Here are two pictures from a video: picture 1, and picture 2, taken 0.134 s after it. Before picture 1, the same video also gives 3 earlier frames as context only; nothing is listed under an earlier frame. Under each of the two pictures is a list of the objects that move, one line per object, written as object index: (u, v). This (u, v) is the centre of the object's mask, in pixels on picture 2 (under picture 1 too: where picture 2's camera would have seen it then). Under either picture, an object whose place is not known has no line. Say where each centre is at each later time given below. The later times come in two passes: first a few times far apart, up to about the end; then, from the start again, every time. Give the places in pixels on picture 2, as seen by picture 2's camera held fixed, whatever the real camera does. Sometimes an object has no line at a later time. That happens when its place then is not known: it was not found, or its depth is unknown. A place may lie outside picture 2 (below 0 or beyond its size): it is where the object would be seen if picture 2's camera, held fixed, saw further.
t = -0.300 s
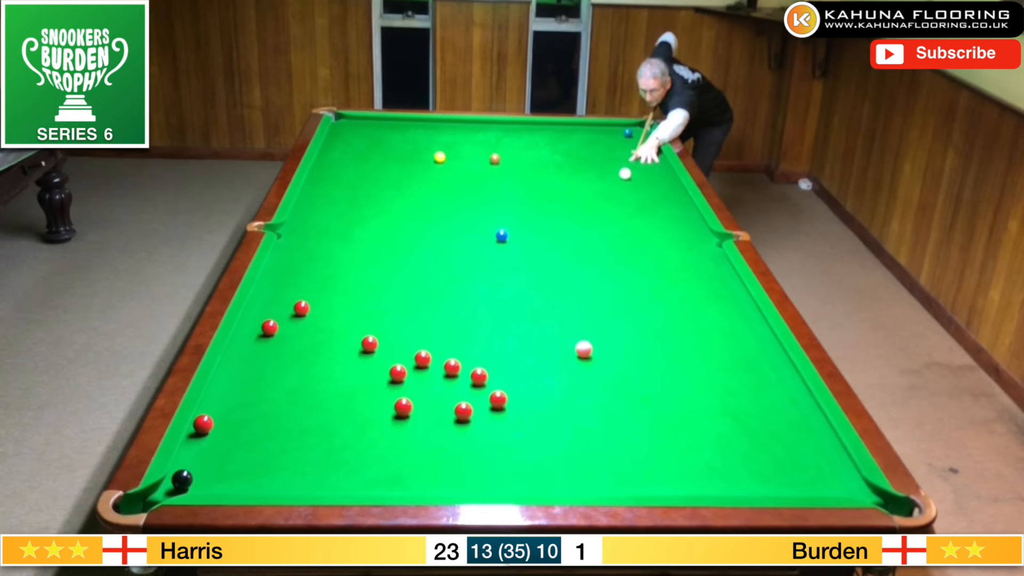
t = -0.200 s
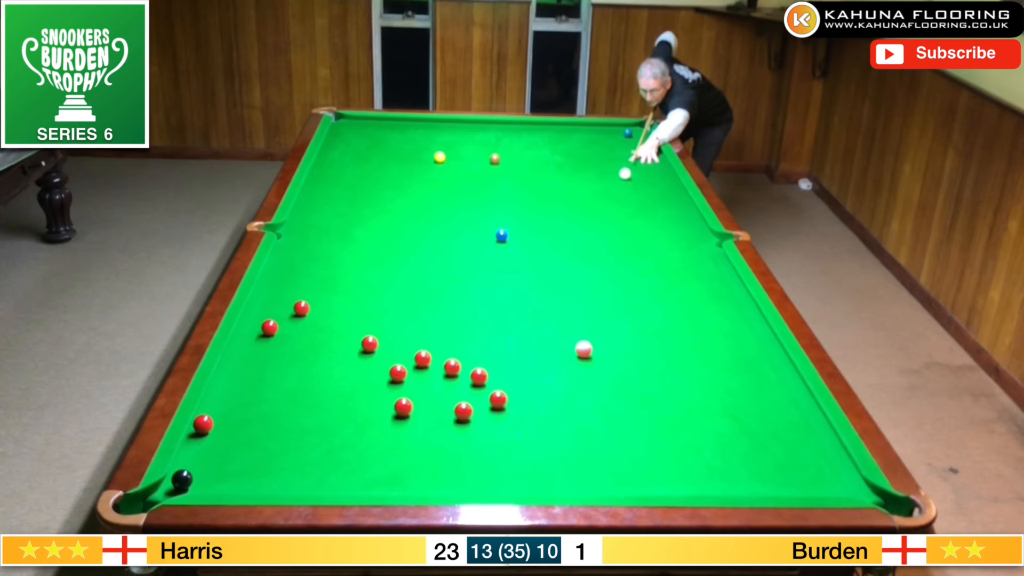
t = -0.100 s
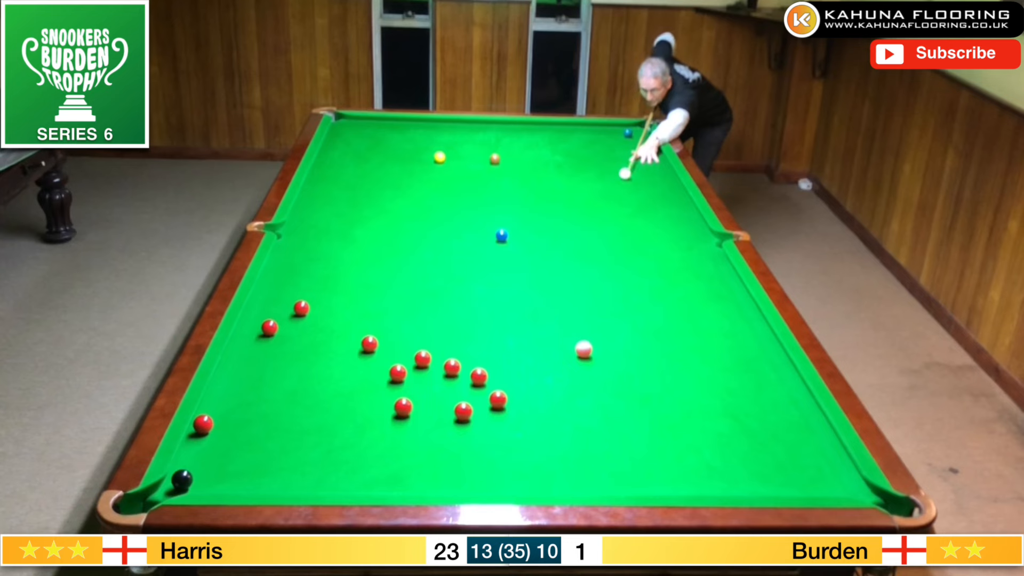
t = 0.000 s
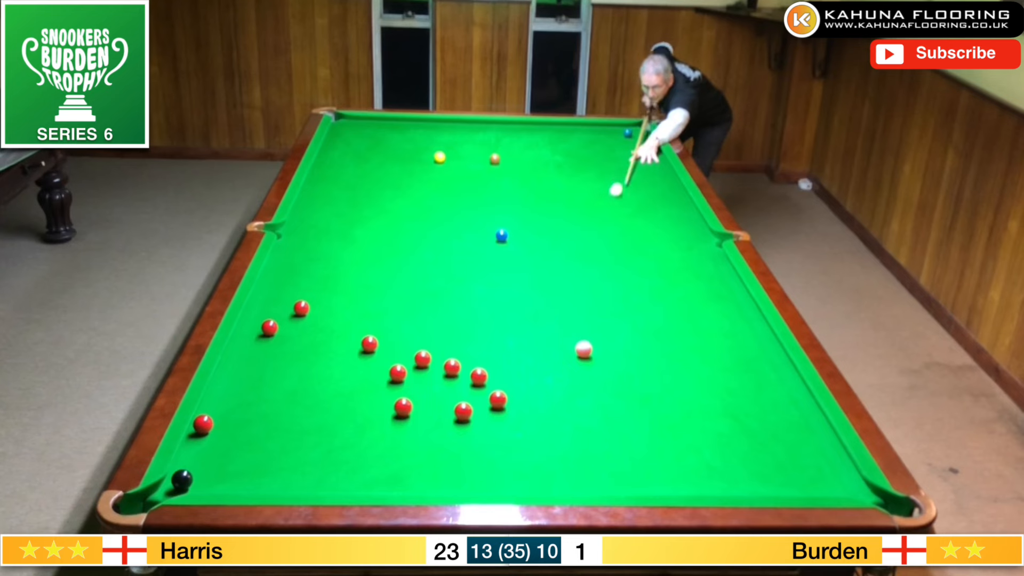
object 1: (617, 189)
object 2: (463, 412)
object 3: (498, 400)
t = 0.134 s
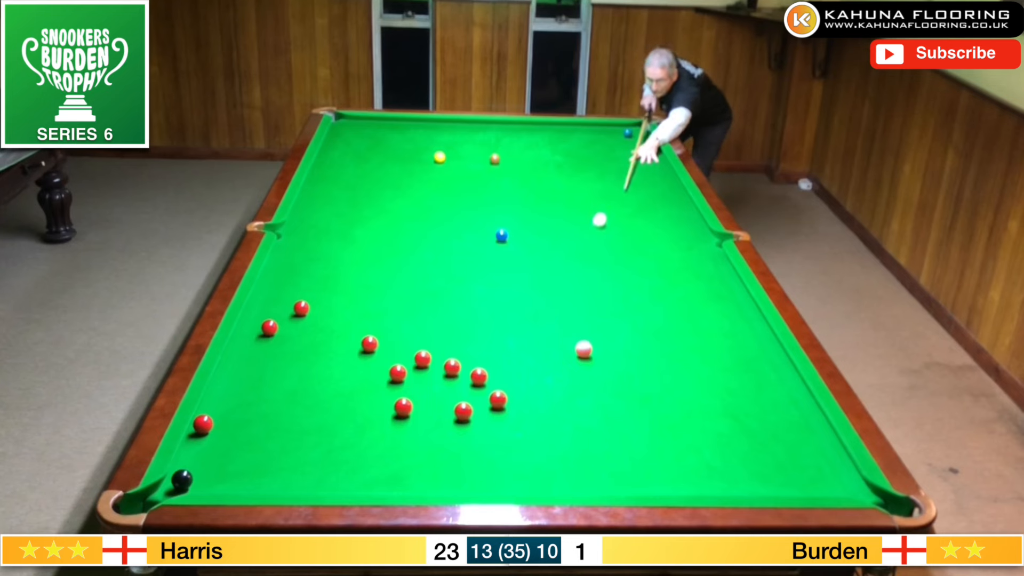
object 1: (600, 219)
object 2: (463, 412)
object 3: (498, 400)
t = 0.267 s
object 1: (583, 251)
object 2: (463, 413)
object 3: (498, 400)
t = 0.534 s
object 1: (547, 320)
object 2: (463, 412)
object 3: (498, 400)
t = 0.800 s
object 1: (522, 400)
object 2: (457, 412)
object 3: (482, 412)
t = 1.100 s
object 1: (575, 459)
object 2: (329, 435)
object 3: (497, 454)
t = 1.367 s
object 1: (622, 469)
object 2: (221, 453)
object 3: (512, 486)
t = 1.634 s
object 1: (663, 434)
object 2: (234, 469)
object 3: (520, 468)
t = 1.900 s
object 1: (699, 405)
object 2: (298, 482)
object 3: (526, 447)
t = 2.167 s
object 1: (731, 380)
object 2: (360, 485)
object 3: (533, 430)
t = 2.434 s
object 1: (759, 359)
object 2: (413, 481)
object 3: (539, 415)
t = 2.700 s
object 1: (762, 341)
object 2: (462, 477)
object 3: (543, 402)
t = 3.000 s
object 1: (730, 324)
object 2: (513, 471)
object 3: (547, 391)
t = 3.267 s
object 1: (706, 312)
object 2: (553, 467)
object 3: (550, 382)
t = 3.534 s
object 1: (685, 300)
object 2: (590, 463)
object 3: (553, 376)
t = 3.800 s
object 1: (667, 291)
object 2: (622, 460)
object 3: (555, 370)
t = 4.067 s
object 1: (652, 282)
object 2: (652, 457)
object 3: (556, 367)
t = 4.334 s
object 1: (639, 275)
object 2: (678, 455)
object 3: (558, 365)
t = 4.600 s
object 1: (628, 269)
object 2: (701, 453)
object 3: (559, 364)
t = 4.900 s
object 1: (617, 263)
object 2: (723, 451)
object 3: (559, 364)
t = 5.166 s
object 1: (610, 259)
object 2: (739, 451)
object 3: (559, 364)
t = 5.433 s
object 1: (604, 256)
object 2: (753, 450)
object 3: (559, 364)
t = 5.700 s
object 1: (598, 253)
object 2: (763, 450)
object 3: (559, 364)
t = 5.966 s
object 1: (595, 251)
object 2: (770, 450)
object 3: (559, 364)
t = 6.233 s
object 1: (592, 250)
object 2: (774, 450)
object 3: (559, 364)
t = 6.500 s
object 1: (591, 250)
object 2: (775, 450)
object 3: (559, 364)
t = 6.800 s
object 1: (592, 250)
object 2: (775, 450)
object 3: (559, 364)
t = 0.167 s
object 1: (595, 227)
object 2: (463, 413)
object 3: (498, 400)
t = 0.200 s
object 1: (591, 235)
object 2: (463, 413)
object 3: (498, 400)
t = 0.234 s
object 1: (587, 243)
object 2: (463, 413)
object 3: (498, 400)
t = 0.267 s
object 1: (583, 251)
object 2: (463, 413)
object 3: (498, 400)
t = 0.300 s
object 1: (578, 259)
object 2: (463, 412)
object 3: (498, 400)
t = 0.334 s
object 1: (574, 268)
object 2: (463, 412)
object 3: (498, 400)
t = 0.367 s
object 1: (570, 276)
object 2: (463, 413)
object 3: (498, 400)
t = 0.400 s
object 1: (565, 284)
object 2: (463, 412)
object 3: (498, 400)
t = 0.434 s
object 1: (561, 293)
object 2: (463, 413)
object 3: (498, 400)
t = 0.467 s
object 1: (556, 301)
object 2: (463, 413)
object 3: (498, 400)
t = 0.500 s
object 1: (552, 311)
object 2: (463, 413)
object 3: (498, 400)
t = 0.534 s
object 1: (547, 320)
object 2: (463, 412)
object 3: (498, 400)
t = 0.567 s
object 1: (541, 330)
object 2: (463, 413)
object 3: (498, 400)
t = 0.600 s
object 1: (536, 340)
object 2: (463, 412)
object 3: (498, 400)
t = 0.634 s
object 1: (531, 351)
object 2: (463, 413)
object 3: (498, 400)
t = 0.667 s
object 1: (525, 362)
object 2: (463, 413)
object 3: (498, 400)
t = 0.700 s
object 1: (519, 373)
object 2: (463, 413)
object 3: (498, 400)
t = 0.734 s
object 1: (513, 386)
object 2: (463, 413)
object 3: (498, 400)
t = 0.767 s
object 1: (514, 395)
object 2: (463, 412)
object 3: (491, 403)
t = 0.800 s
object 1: (522, 400)
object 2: (457, 412)
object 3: (482, 412)
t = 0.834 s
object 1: (529, 405)
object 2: (440, 415)
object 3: (484, 417)
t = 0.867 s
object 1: (536, 410)
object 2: (424, 418)
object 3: (486, 422)
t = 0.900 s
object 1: (542, 416)
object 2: (409, 420)
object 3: (487, 427)
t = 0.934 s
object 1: (548, 422)
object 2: (395, 423)
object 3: (489, 431)
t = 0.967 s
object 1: (554, 430)
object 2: (382, 425)
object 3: (491, 436)
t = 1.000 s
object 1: (559, 437)
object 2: (369, 428)
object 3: (492, 440)
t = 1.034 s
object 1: (564, 444)
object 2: (355, 430)
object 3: (494, 445)
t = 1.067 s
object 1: (570, 452)
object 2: (342, 432)
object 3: (496, 449)
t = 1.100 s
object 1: (575, 459)
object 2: (329, 435)
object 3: (497, 454)
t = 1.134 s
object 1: (581, 467)
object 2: (316, 437)
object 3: (499, 459)
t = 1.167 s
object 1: (586, 475)
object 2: (302, 439)
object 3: (501, 463)
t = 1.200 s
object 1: (592, 482)
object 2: (289, 441)
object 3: (502, 468)
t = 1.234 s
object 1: (598, 487)
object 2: (275, 444)
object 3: (504, 473)
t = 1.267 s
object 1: (605, 483)
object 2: (262, 446)
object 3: (506, 478)
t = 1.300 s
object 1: (611, 479)
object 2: (248, 448)
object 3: (508, 481)
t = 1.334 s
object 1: (617, 474)
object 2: (235, 451)
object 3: (510, 483)
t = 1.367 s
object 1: (622, 469)
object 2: (221, 453)
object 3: (512, 486)
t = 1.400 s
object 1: (628, 464)
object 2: (207, 455)
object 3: (513, 485)
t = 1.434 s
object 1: (633, 459)
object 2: (193, 457)
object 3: (514, 483)
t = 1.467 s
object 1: (638, 455)
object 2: (191, 459)
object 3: (515, 481)
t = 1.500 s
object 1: (643, 451)
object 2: (200, 461)
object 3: (516, 480)
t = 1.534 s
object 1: (649, 446)
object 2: (209, 463)
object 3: (517, 477)
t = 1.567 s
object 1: (654, 442)
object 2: (217, 465)
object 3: (518, 474)
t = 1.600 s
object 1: (658, 438)
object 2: (225, 467)
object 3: (519, 471)
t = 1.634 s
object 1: (663, 434)
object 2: (234, 469)
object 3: (520, 468)
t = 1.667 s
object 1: (668, 430)
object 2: (242, 470)
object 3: (520, 466)
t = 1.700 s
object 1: (673, 427)
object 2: (250, 472)
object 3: (521, 463)
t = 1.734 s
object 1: (678, 423)
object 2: (258, 474)
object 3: (522, 460)
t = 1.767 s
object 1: (682, 419)
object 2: (266, 476)
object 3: (523, 457)
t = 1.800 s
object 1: (686, 416)
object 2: (274, 478)
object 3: (524, 455)
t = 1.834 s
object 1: (691, 412)
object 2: (282, 479)
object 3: (525, 452)
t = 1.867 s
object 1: (695, 409)
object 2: (290, 481)
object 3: (525, 450)
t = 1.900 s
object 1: (699, 405)
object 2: (298, 482)
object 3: (526, 447)
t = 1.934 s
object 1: (703, 402)
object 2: (306, 483)
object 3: (527, 445)
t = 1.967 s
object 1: (708, 399)
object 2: (314, 484)
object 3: (528, 443)
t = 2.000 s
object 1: (712, 395)
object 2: (323, 485)
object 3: (529, 440)
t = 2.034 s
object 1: (716, 392)
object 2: (331, 486)
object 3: (530, 438)
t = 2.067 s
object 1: (720, 389)
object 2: (339, 487)
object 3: (531, 436)
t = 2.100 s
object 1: (724, 386)
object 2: (346, 486)
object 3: (531, 434)
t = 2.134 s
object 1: (727, 383)
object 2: (353, 486)
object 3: (532, 432)
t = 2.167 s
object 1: (731, 380)
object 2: (360, 485)
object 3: (533, 430)
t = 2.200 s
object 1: (735, 377)
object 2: (367, 485)
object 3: (534, 427)
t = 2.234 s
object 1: (739, 375)
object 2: (373, 484)
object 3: (534, 425)
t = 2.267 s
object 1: (742, 372)
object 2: (380, 484)
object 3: (535, 423)
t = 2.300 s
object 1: (746, 369)
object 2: (387, 483)
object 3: (536, 422)
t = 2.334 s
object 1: (749, 366)
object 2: (393, 483)
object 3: (536, 420)
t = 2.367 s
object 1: (753, 364)
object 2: (400, 482)
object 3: (537, 418)
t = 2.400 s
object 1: (756, 361)
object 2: (406, 482)
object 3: (538, 416)
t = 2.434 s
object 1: (759, 359)
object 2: (413, 481)
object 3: (539, 415)
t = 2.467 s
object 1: (763, 356)
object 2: (419, 481)
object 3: (539, 413)
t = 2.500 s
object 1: (766, 354)
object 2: (425, 480)
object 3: (540, 411)
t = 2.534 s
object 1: (769, 352)
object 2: (432, 479)
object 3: (540, 410)
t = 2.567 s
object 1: (773, 349)
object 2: (438, 479)
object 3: (541, 408)
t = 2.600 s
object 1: (775, 347)
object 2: (444, 478)
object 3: (542, 406)
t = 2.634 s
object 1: (770, 345)
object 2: (450, 478)
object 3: (542, 405)
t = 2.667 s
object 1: (766, 343)
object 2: (456, 477)
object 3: (543, 404)
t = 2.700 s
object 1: (762, 341)
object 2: (462, 477)
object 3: (543, 402)
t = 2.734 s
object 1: (759, 339)
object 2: (468, 476)
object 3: (544, 401)
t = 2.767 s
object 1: (755, 337)
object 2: (474, 475)
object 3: (544, 400)
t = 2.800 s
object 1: (751, 335)
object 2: (479, 475)
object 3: (545, 398)
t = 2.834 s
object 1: (748, 333)
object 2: (485, 474)
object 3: (545, 397)
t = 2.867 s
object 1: (744, 331)
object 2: (491, 473)
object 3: (546, 396)
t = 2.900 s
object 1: (741, 330)
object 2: (496, 473)
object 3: (546, 394)
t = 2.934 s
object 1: (737, 328)
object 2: (502, 472)
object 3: (547, 393)
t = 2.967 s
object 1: (734, 326)
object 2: (507, 471)
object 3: (547, 392)
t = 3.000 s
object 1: (730, 324)
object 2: (513, 471)
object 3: (547, 391)
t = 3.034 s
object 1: (727, 323)
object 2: (518, 470)
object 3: (548, 389)
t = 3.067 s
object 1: (724, 321)
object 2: (523, 470)
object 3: (548, 388)
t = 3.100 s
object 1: (721, 319)
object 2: (528, 469)
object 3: (549, 387)
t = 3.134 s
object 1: (718, 318)
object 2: (533, 469)
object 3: (549, 386)
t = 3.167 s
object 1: (715, 316)
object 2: (538, 468)
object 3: (549, 385)
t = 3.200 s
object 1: (712, 315)
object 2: (543, 468)
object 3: (550, 384)
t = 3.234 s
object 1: (709, 313)
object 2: (548, 467)
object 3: (550, 383)
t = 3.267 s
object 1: (706, 312)
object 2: (553, 467)
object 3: (550, 382)
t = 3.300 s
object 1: (703, 310)
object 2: (558, 466)
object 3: (551, 381)
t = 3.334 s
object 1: (701, 309)
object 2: (563, 466)
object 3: (551, 380)
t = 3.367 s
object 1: (698, 307)
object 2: (567, 465)
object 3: (551, 380)
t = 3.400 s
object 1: (695, 306)
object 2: (572, 465)
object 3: (552, 379)
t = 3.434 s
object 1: (693, 304)
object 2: (576, 464)
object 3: (552, 378)
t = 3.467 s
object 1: (690, 303)
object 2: (581, 464)
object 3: (552, 377)
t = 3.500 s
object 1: (688, 302)
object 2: (585, 463)
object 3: (553, 376)
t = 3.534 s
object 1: (685, 300)
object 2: (590, 463)
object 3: (553, 376)
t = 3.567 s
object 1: (683, 299)
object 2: (594, 463)
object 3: (553, 375)
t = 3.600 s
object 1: (681, 298)
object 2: (598, 462)
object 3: (553, 374)
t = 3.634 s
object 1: (678, 297)
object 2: (602, 462)
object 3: (554, 374)
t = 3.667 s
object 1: (676, 295)
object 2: (606, 461)
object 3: (554, 373)
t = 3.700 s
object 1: (674, 294)
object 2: (611, 461)
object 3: (554, 372)
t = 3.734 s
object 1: (671, 293)
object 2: (615, 461)
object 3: (554, 372)
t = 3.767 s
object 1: (669, 292)
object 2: (619, 460)
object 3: (554, 371)
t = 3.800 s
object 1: (667, 291)
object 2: (622, 460)
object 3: (555, 370)
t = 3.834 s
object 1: (665, 290)
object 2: (626, 459)
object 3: (555, 370)
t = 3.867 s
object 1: (663, 288)
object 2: (630, 459)
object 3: (555, 369)
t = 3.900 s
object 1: (661, 287)
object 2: (634, 459)
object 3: (555, 369)
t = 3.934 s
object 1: (659, 286)
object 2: (638, 459)
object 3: (555, 368)
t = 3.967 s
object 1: (657, 285)
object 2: (641, 458)
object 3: (556, 368)
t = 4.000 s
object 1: (656, 284)
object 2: (645, 458)
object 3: (556, 368)
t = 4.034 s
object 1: (654, 283)
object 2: (648, 457)
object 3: (556, 367)
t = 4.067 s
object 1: (652, 282)
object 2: (652, 457)
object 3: (556, 367)
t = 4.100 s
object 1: (650, 281)
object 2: (656, 457)
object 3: (556, 366)
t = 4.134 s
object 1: (648, 280)
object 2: (659, 456)
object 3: (556, 366)
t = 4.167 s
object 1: (647, 280)
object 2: (662, 456)
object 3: (557, 366)
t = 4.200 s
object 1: (645, 279)
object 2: (666, 456)
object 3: (557, 366)
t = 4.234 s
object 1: (643, 277)
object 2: (669, 456)
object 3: (557, 365)
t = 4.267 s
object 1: (642, 277)
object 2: (672, 455)
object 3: (557, 365)
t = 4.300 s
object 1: (640, 276)
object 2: (675, 455)
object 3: (558, 365)
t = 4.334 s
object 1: (639, 275)
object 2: (678, 455)
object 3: (558, 365)
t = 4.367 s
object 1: (637, 274)
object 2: (681, 455)
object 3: (558, 364)
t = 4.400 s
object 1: (636, 273)
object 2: (684, 454)
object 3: (558, 364)
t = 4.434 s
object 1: (634, 273)
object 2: (687, 454)
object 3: (558, 364)
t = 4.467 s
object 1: (633, 272)
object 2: (690, 454)
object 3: (559, 364)
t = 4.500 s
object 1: (632, 271)
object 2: (693, 454)
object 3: (559, 364)
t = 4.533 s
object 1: (630, 271)
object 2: (695, 453)
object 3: (559, 364)
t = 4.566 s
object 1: (629, 270)
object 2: (698, 453)
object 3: (559, 364)
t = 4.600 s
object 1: (628, 269)
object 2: (701, 453)
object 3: (559, 364)
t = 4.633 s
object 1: (626, 268)
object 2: (703, 453)
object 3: (559, 364)
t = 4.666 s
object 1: (625, 268)
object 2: (706, 453)
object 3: (559, 364)
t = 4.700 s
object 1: (624, 267)
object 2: (709, 452)
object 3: (559, 364)
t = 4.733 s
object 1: (623, 266)
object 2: (711, 452)
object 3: (559, 364)
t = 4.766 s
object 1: (622, 266)
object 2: (713, 452)
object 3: (559, 364)
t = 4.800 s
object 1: (621, 265)
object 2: (716, 452)
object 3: (559, 364)
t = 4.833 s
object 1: (620, 264)
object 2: (718, 452)
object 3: (559, 364)
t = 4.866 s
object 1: (619, 264)
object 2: (721, 452)
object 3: (559, 364)
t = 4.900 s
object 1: (617, 263)
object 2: (723, 451)
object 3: (559, 364)
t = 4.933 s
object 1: (616, 262)
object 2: (725, 451)
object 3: (559, 364)
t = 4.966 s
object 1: (616, 262)
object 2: (727, 451)
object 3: (559, 364)
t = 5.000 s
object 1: (614, 261)
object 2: (729, 451)
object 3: (559, 364)
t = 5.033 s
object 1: (613, 261)
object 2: (731, 451)
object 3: (559, 364)
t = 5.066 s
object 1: (612, 260)
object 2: (733, 451)
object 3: (559, 364)
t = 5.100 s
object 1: (612, 260)
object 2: (735, 451)
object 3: (559, 364)
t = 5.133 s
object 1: (611, 259)
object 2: (737, 451)
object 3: (559, 364)
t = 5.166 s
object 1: (610, 259)
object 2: (739, 451)
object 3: (559, 364)
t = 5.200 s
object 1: (609, 258)
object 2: (741, 450)
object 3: (559, 364)
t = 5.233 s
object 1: (608, 258)
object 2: (743, 450)
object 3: (559, 364)
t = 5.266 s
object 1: (607, 257)
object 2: (745, 450)
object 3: (559, 364)
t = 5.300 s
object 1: (606, 257)
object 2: (746, 450)
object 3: (559, 364)
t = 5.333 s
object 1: (606, 257)
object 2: (748, 450)
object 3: (559, 364)
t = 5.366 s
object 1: (605, 256)
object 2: (750, 450)
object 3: (559, 364)
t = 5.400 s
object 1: (604, 256)
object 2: (751, 450)
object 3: (559, 364)
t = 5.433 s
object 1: (604, 256)
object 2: (753, 450)
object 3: (559, 364)
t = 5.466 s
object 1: (603, 255)
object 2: (754, 450)
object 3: (559, 364)
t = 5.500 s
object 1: (602, 255)
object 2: (756, 450)
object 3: (559, 364)
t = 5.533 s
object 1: (602, 254)
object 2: (757, 450)
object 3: (559, 364)
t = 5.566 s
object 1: (601, 254)
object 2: (758, 450)
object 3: (559, 364)
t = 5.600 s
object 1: (600, 254)
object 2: (759, 450)
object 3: (559, 364)
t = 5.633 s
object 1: (600, 254)
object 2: (761, 450)
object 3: (559, 364)
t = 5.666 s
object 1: (599, 253)
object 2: (762, 450)
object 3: (559, 364)
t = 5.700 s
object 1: (598, 253)
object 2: (763, 450)
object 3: (559, 364)
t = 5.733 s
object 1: (598, 253)
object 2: (764, 450)
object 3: (559, 364)
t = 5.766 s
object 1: (597, 253)
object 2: (765, 450)
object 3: (559, 364)
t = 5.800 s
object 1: (597, 252)
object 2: (766, 450)
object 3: (559, 364)
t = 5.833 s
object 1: (596, 252)
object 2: (767, 450)
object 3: (559, 364)
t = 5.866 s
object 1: (596, 252)
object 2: (768, 450)
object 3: (559, 364)
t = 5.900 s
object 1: (595, 252)
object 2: (769, 450)
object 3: (559, 364)
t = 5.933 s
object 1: (595, 252)
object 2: (769, 450)
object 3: (559, 364)
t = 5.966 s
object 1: (595, 251)
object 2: (770, 450)
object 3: (559, 364)
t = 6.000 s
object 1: (594, 251)
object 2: (771, 450)
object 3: (559, 364)
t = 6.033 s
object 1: (594, 251)
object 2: (771, 450)
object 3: (559, 364)
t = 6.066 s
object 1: (593, 251)
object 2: (772, 450)
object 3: (559, 364)
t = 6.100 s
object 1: (593, 251)
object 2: (772, 450)
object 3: (559, 364)
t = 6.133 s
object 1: (593, 251)
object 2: (773, 450)
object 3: (559, 364)
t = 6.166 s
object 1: (592, 250)
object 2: (773, 450)
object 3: (559, 364)
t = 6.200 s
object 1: (592, 250)
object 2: (774, 450)
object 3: (559, 364)
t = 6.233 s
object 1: (592, 250)
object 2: (774, 450)
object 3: (559, 364)
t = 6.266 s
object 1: (592, 250)
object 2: (774, 450)
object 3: (559, 364)
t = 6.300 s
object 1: (592, 250)
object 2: (774, 450)
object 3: (559, 364)
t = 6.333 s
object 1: (591, 250)
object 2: (775, 450)
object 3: (559, 364)
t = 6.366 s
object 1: (591, 250)
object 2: (775, 450)
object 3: (559, 364)
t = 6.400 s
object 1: (591, 250)
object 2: (775, 450)
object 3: (559, 364)
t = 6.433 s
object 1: (591, 250)
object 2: (775, 450)
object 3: (559, 364)
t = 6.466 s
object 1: (591, 250)
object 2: (775, 450)
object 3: (559, 364)
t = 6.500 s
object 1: (591, 250)
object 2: (775, 450)
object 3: (559, 364)
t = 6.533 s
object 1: (591, 250)
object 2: (775, 450)
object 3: (559, 364)
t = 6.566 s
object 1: (591, 250)
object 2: (775, 450)
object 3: (559, 364)
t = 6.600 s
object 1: (591, 250)
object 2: (775, 450)
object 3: (559, 364)
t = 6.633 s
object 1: (591, 250)
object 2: (775, 450)
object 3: (559, 364)
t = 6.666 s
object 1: (592, 250)
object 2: (775, 450)
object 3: (559, 364)
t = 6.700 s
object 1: (592, 250)
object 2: (775, 450)
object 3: (559, 364)
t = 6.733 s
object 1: (592, 250)
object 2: (775, 450)
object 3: (559, 364)
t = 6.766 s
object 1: (592, 250)
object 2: (775, 450)
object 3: (559, 364)
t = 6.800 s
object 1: (592, 250)
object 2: (775, 450)
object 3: (559, 364)
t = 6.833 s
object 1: (592, 250)
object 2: (775, 450)
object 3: (559, 364)
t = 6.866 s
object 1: (592, 250)
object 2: (775, 450)
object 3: (559, 364)
